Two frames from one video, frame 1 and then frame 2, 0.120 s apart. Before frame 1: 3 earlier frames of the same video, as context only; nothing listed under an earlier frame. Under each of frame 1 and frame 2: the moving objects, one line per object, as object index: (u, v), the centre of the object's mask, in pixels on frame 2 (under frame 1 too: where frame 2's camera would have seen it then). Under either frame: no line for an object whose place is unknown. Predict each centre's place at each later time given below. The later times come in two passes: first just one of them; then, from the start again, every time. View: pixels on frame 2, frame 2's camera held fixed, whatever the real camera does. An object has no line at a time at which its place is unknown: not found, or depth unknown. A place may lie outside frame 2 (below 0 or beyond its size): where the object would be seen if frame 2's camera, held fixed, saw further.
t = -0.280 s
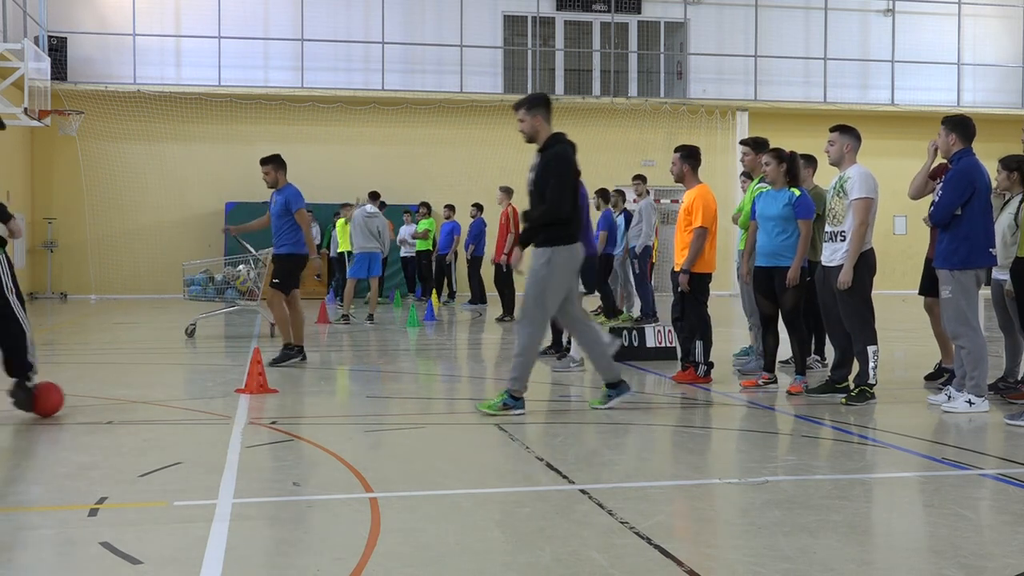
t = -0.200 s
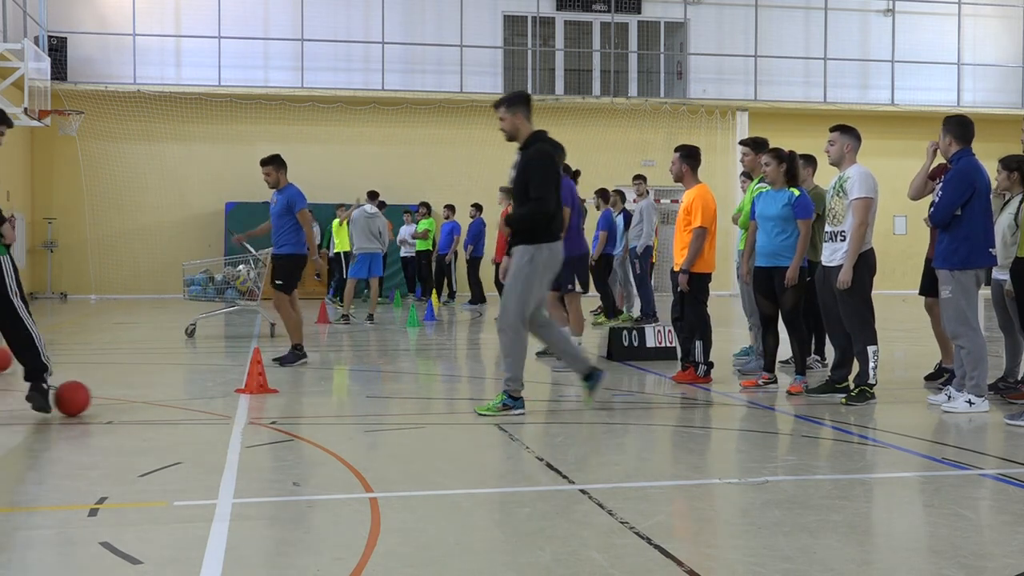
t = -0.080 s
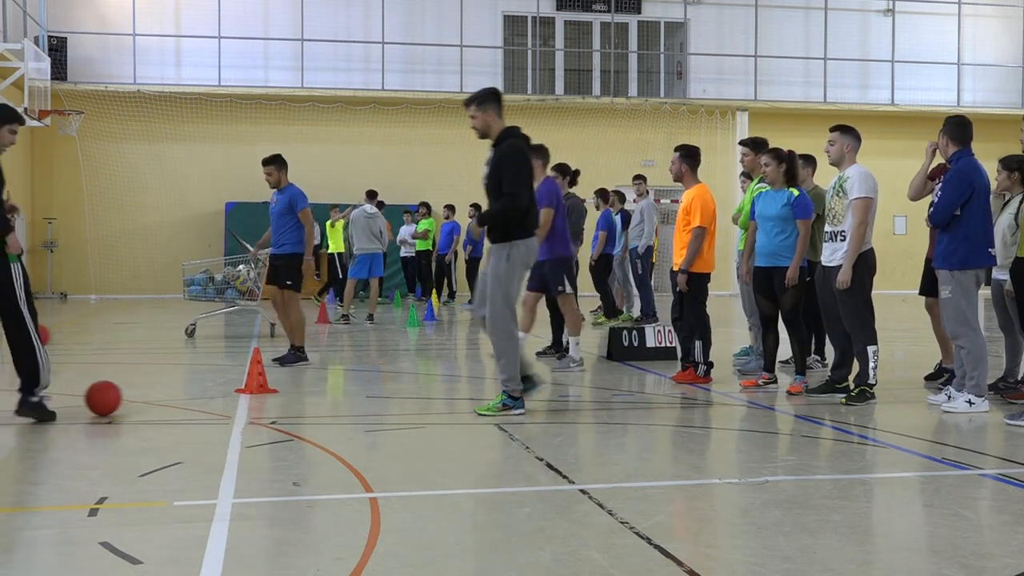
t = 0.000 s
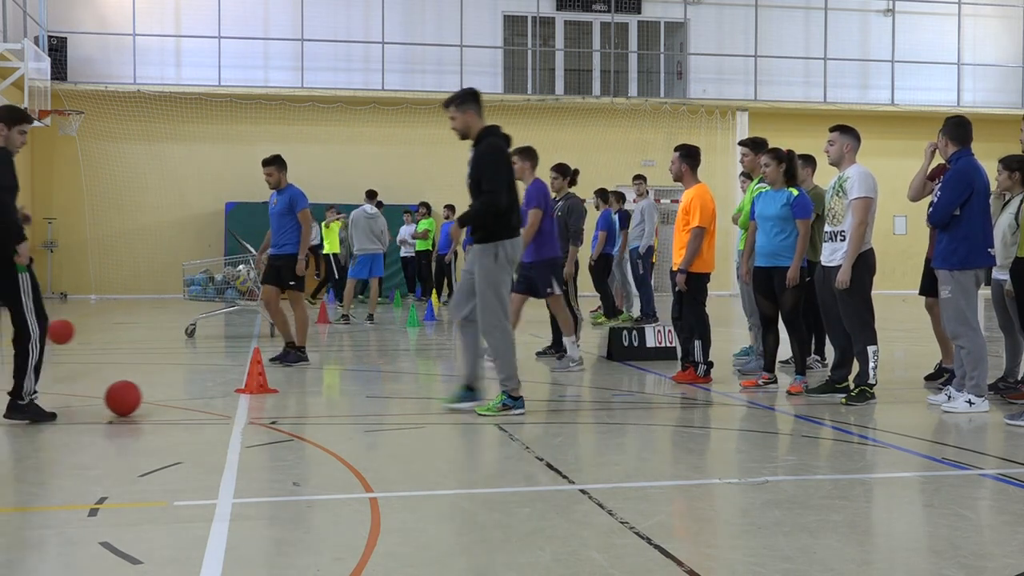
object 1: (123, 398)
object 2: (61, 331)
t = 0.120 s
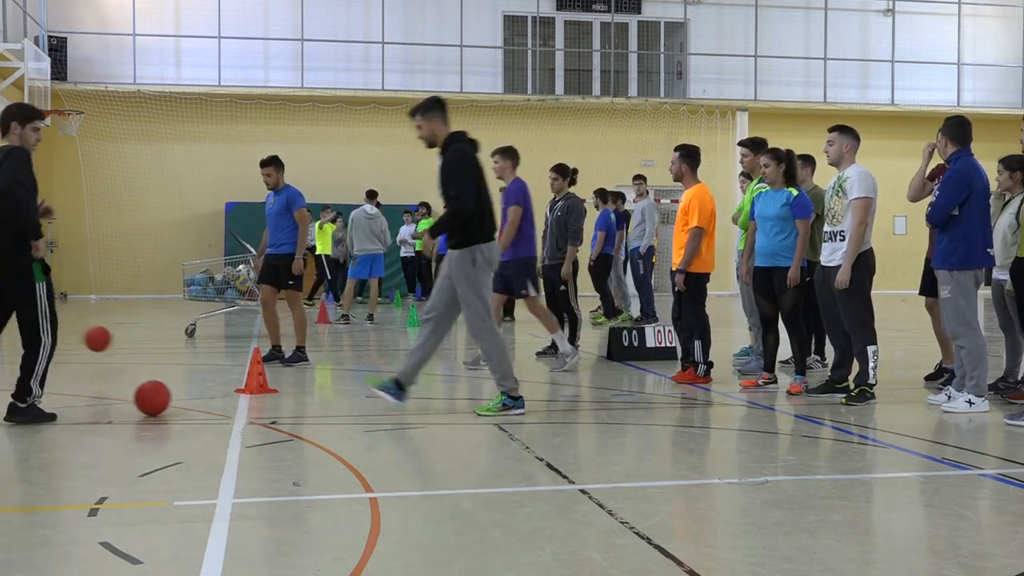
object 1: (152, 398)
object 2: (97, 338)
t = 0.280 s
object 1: (190, 398)
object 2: (147, 351)
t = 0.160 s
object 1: (162, 398)
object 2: (109, 345)
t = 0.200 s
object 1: (171, 398)
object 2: (121, 354)
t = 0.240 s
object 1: (180, 398)
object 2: (134, 358)
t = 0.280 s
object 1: (190, 398)
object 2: (147, 351)
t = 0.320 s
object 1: (199, 398)
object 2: (160, 347)
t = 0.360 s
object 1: (208, 398)
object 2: (173, 345)
